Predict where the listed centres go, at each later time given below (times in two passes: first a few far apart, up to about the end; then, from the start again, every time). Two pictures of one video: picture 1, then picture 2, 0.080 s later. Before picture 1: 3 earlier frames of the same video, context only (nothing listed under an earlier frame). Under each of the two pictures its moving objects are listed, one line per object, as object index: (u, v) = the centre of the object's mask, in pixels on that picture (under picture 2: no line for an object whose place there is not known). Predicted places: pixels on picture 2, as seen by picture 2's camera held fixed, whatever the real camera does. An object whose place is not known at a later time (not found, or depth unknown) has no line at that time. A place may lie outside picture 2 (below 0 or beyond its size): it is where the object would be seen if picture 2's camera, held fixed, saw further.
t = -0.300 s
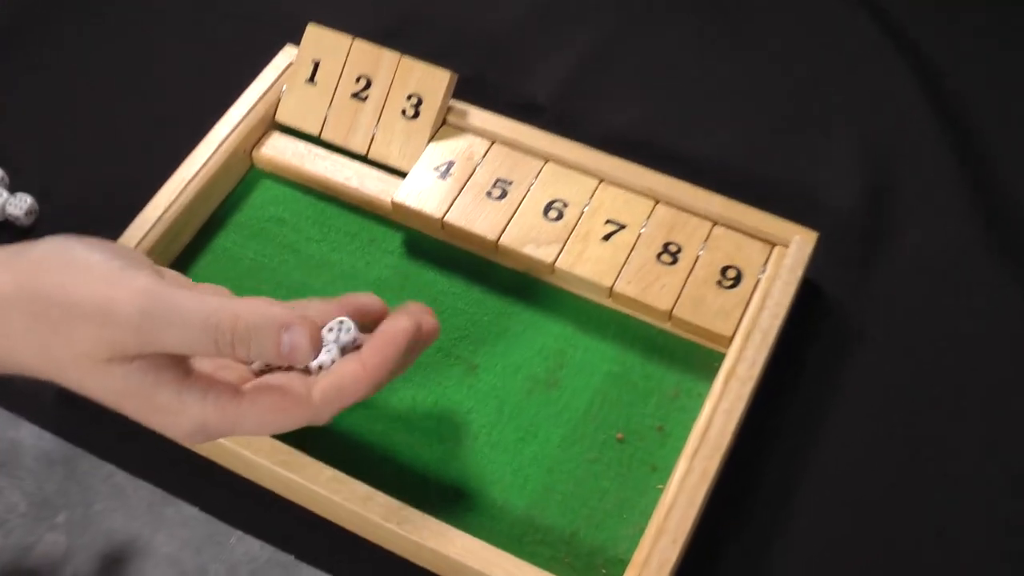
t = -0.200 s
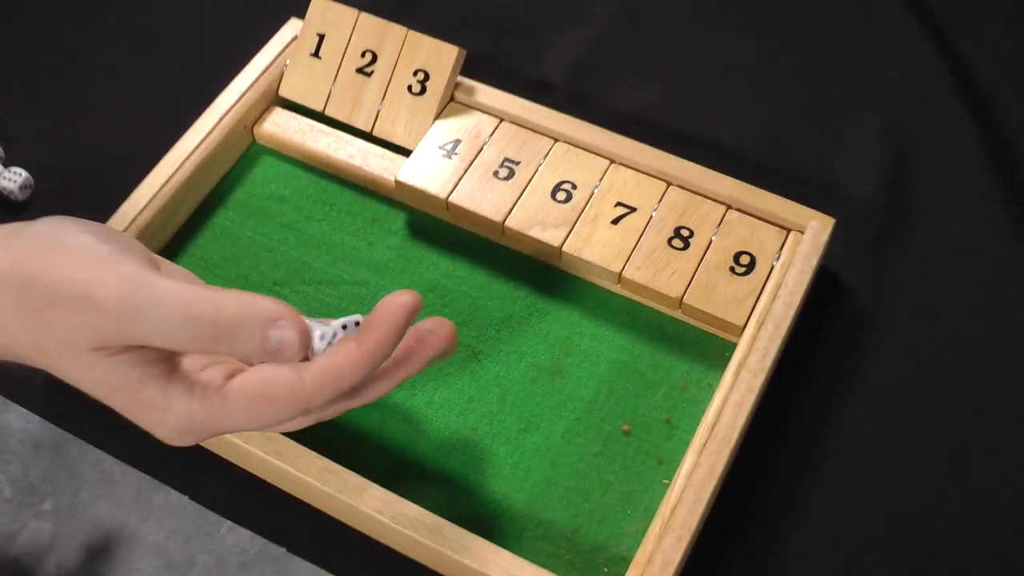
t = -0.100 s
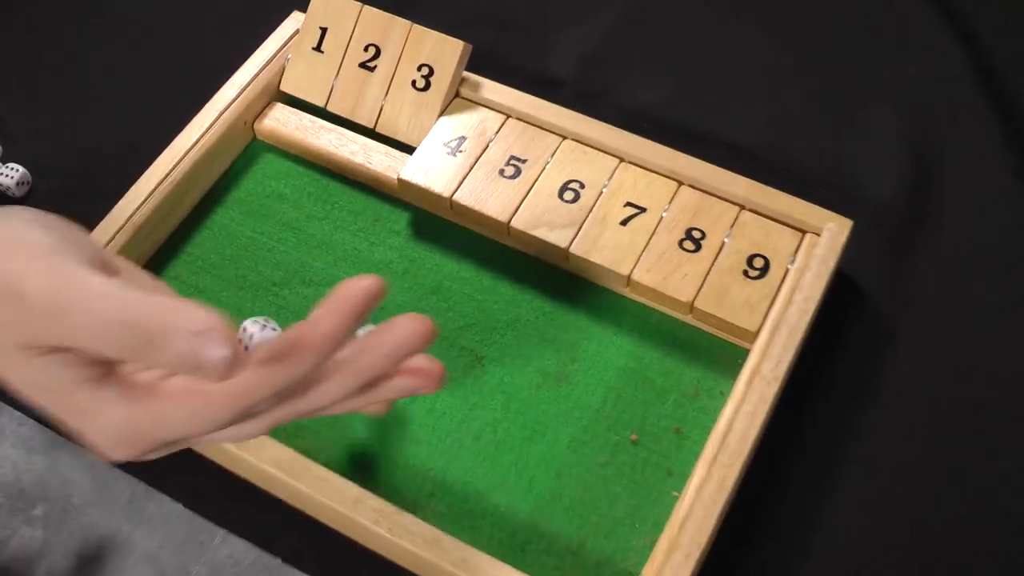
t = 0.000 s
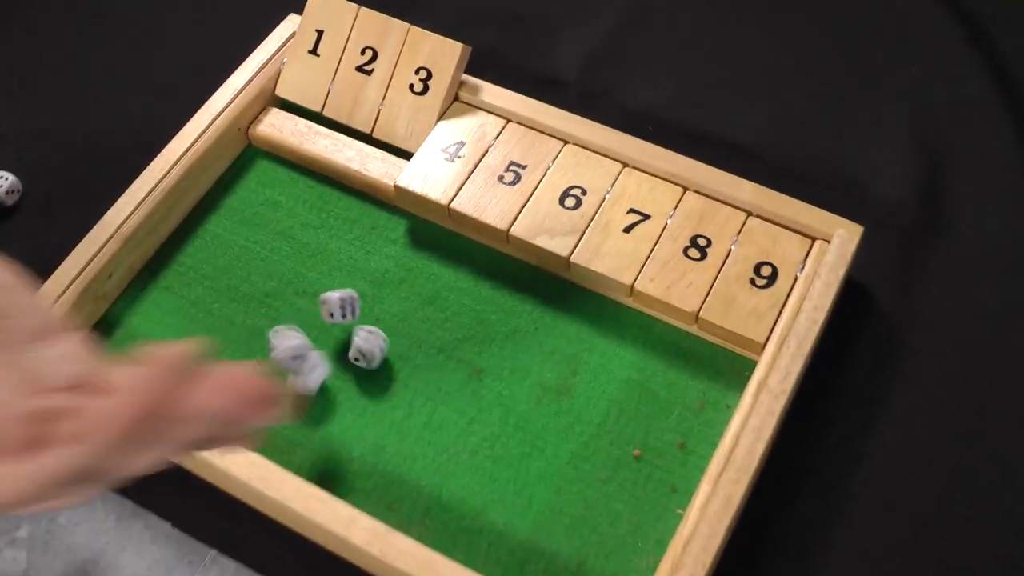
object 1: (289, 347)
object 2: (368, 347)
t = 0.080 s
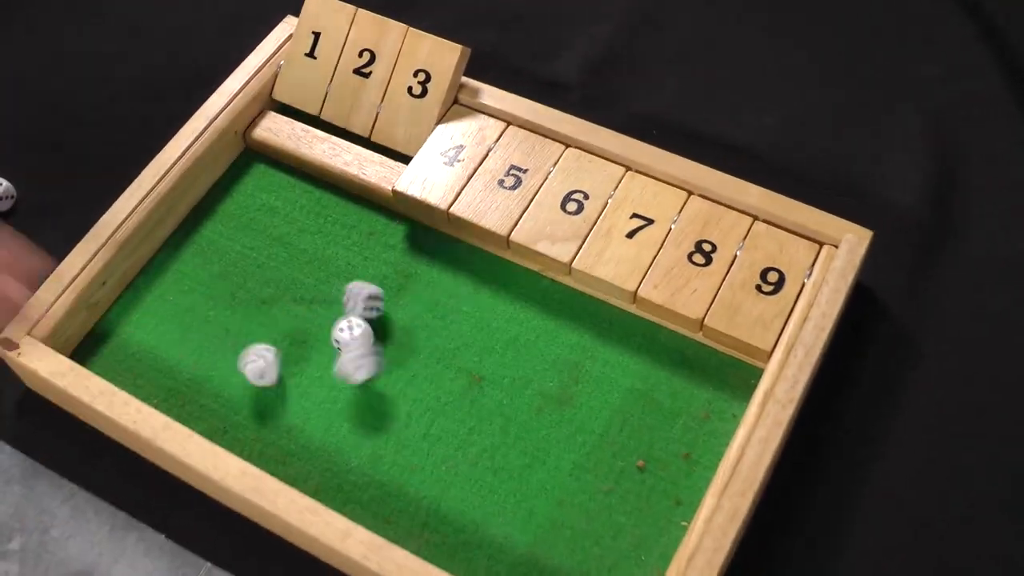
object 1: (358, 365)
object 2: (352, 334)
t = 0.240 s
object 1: (506, 350)
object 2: (363, 329)
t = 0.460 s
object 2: (360, 329)
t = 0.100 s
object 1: (377, 355)
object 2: (347, 330)
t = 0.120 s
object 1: (398, 351)
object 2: (348, 328)
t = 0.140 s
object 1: (417, 348)
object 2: (349, 327)
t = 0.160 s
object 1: (435, 346)
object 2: (351, 327)
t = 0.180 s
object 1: (455, 348)
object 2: (355, 328)
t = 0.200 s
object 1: (473, 347)
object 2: (362, 328)
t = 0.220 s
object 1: (489, 348)
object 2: (364, 329)
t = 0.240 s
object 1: (506, 350)
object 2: (363, 329)
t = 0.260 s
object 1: (518, 351)
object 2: (360, 329)
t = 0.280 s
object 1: (530, 354)
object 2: (358, 329)
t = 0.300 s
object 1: (545, 357)
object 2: (358, 329)
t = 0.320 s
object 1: (555, 357)
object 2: (360, 329)
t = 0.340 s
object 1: (563, 356)
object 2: (360, 329)
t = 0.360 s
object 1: (574, 356)
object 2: (360, 329)
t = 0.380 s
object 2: (360, 329)
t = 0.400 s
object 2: (360, 329)
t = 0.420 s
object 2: (360, 329)
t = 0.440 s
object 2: (360, 329)
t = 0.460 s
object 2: (360, 329)
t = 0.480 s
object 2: (360, 329)
